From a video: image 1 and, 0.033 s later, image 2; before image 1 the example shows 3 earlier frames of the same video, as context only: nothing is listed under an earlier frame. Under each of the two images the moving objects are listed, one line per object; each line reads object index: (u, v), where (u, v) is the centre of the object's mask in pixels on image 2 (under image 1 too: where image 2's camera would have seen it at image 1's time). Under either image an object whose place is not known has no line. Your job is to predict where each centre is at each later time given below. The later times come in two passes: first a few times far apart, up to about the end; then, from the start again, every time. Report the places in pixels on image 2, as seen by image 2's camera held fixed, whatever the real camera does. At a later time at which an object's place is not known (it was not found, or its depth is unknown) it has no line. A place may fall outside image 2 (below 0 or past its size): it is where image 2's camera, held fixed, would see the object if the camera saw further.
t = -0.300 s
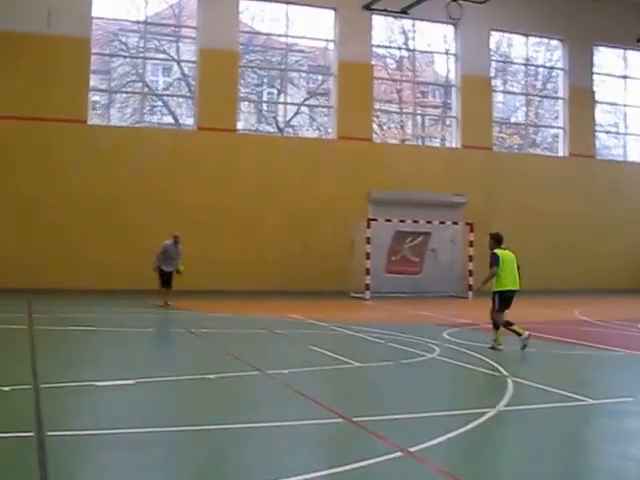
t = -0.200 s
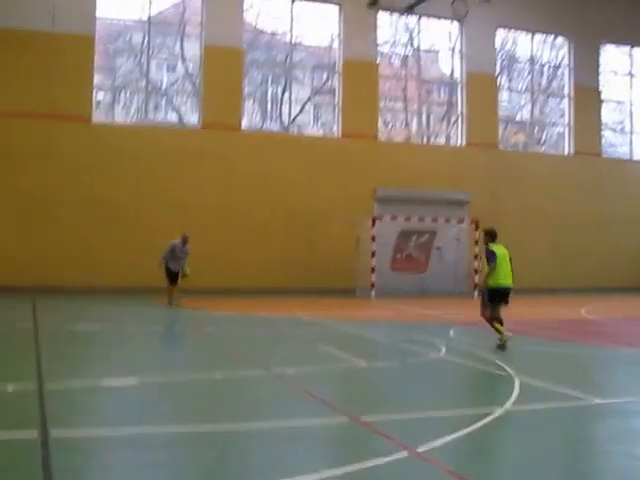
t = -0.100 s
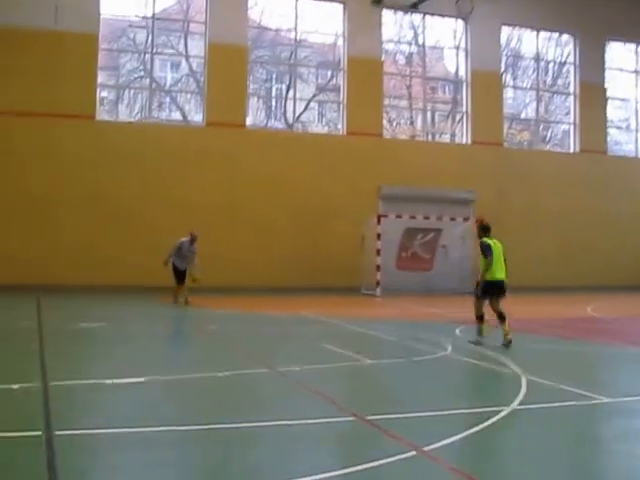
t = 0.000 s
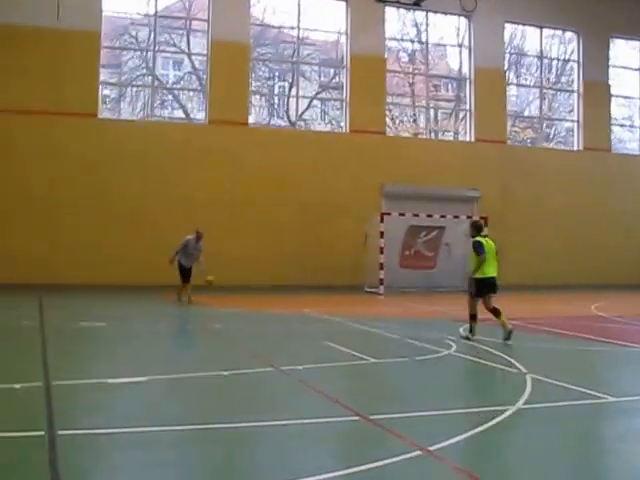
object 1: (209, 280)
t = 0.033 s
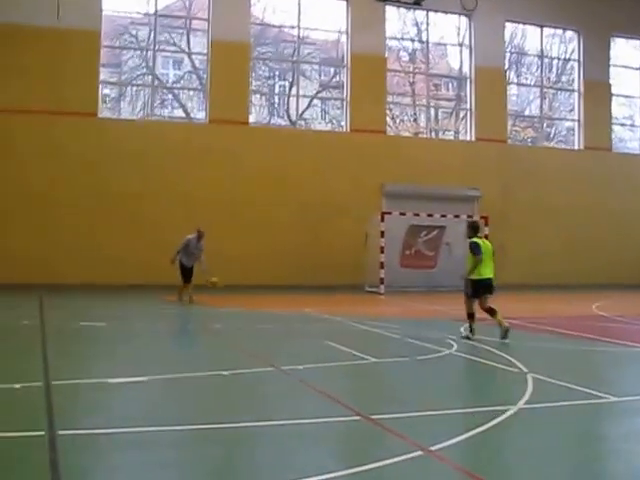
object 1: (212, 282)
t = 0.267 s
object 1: (242, 299)
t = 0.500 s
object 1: (267, 299)
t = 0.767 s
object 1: (301, 310)
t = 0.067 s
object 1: (219, 284)
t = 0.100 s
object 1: (222, 286)
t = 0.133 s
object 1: (227, 291)
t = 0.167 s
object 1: (231, 296)
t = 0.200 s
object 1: (235, 302)
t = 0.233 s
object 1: (239, 301)
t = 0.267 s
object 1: (242, 299)
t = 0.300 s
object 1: (246, 297)
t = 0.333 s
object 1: (250, 296)
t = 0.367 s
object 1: (253, 296)
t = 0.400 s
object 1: (257, 296)
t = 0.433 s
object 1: (260, 297)
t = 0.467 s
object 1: (264, 298)
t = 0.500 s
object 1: (267, 299)
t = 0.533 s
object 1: (272, 303)
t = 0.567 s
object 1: (275, 307)
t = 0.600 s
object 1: (279, 308)
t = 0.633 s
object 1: (284, 308)
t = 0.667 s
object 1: (288, 308)
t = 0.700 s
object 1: (292, 308)
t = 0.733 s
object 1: (297, 310)
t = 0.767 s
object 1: (301, 310)
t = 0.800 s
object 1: (305, 313)
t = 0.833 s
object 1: (309, 314)
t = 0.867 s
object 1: (314, 314)
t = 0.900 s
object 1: (318, 315)
